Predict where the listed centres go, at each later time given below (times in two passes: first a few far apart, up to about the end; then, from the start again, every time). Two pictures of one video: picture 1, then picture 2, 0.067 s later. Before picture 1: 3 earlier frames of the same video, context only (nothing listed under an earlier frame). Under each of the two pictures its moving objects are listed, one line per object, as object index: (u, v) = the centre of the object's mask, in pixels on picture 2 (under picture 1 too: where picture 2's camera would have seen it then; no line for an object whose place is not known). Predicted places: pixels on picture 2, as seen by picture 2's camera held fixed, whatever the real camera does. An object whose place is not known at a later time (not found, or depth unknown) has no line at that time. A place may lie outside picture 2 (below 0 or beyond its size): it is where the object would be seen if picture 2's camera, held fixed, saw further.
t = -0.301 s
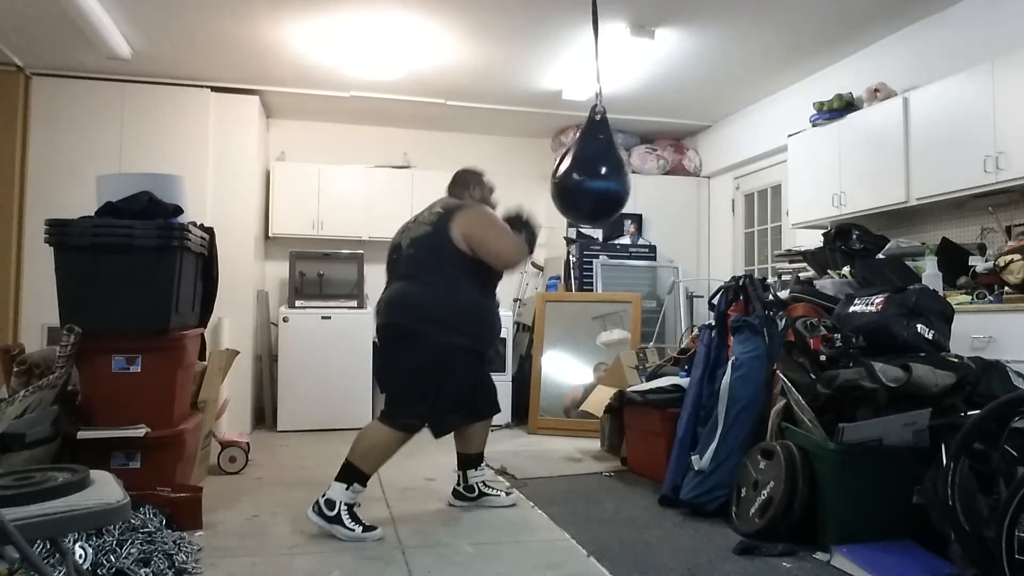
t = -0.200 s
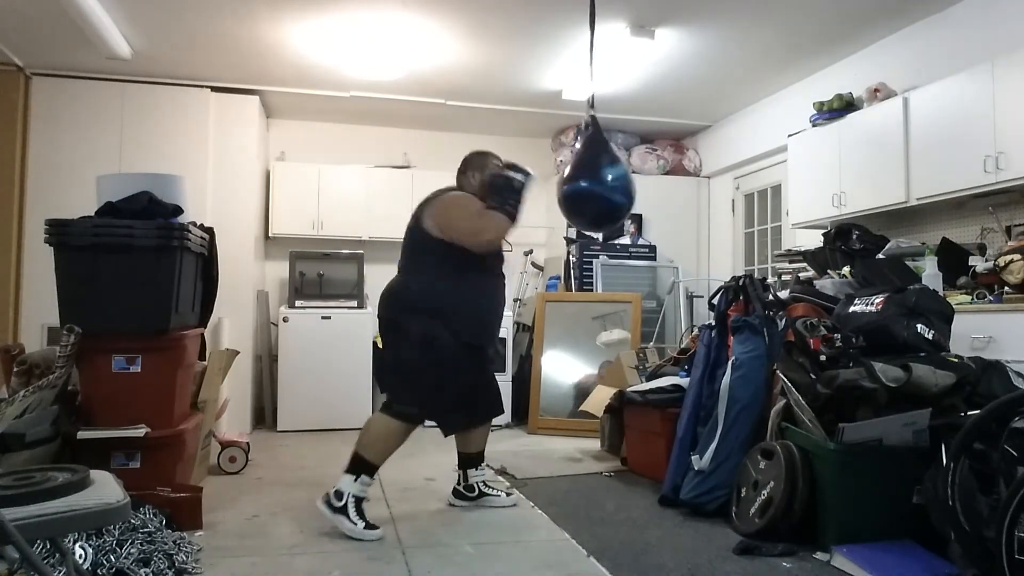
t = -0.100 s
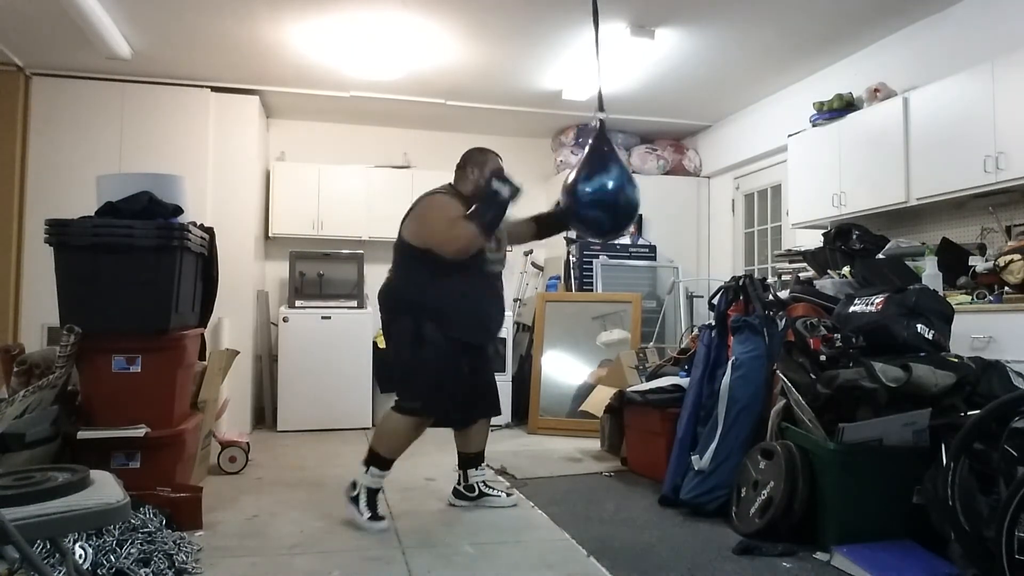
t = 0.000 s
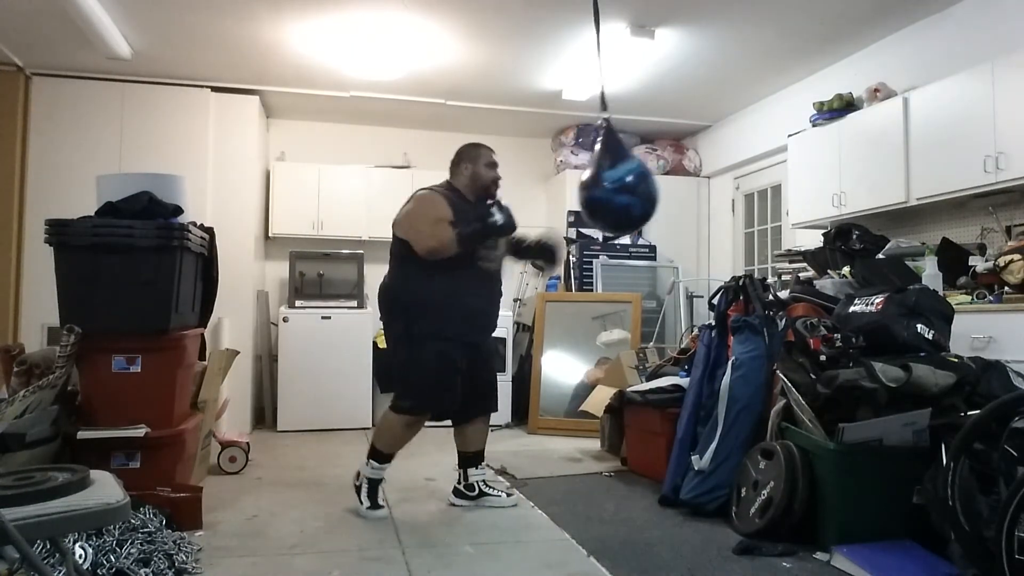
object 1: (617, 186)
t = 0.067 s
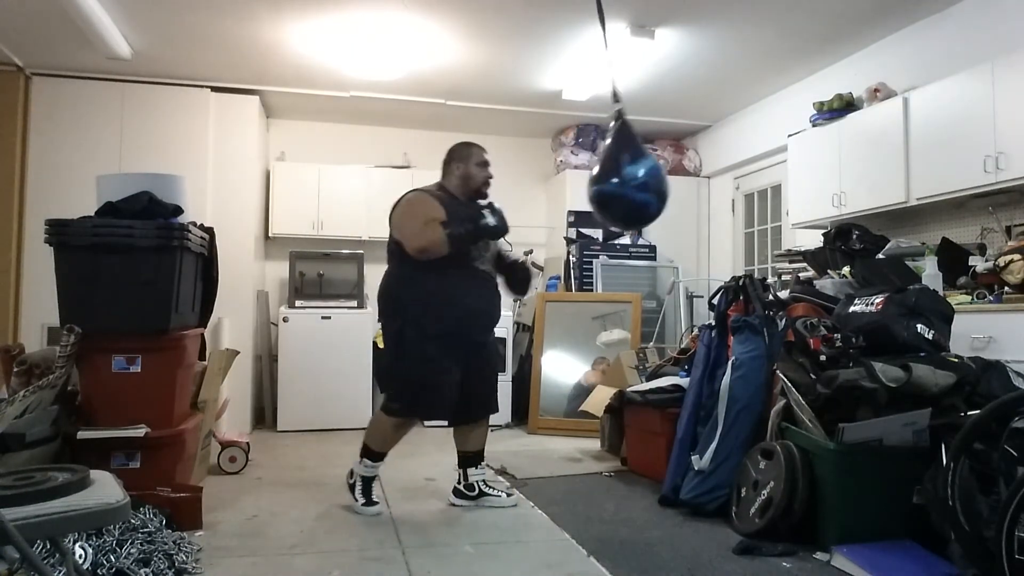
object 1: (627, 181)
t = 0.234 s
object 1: (644, 168)
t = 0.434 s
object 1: (650, 162)
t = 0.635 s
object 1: (636, 170)
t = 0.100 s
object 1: (631, 178)
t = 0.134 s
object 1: (635, 175)
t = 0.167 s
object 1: (639, 173)
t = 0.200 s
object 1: (642, 171)
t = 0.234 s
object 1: (644, 168)
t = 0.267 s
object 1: (647, 166)
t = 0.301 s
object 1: (649, 164)
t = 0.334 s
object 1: (650, 163)
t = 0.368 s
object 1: (650, 163)
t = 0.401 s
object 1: (650, 162)
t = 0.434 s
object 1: (650, 162)
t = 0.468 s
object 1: (649, 163)
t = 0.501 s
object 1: (648, 163)
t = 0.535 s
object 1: (645, 164)
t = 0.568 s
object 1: (643, 166)
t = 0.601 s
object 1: (639, 168)
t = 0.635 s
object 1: (636, 170)
